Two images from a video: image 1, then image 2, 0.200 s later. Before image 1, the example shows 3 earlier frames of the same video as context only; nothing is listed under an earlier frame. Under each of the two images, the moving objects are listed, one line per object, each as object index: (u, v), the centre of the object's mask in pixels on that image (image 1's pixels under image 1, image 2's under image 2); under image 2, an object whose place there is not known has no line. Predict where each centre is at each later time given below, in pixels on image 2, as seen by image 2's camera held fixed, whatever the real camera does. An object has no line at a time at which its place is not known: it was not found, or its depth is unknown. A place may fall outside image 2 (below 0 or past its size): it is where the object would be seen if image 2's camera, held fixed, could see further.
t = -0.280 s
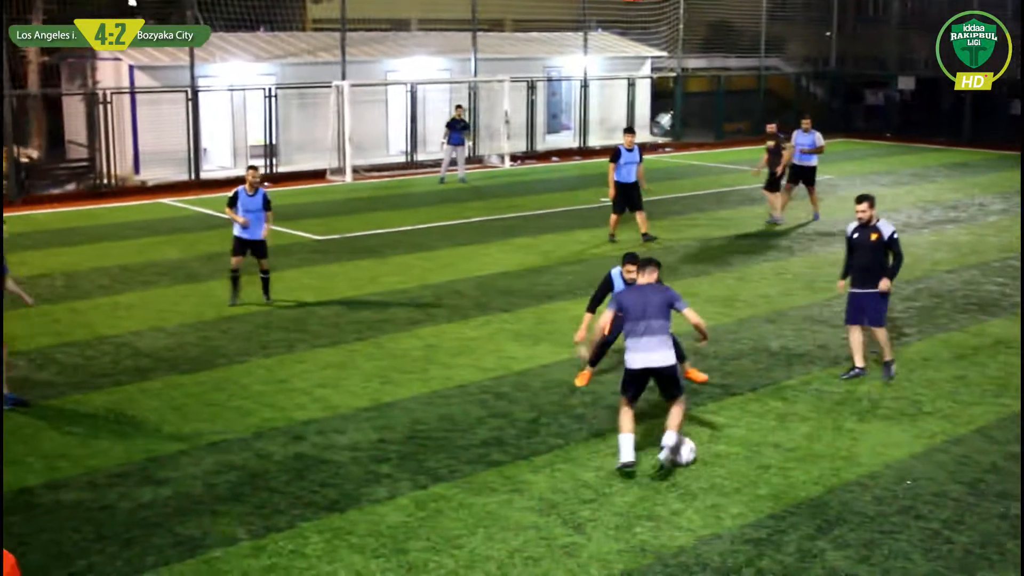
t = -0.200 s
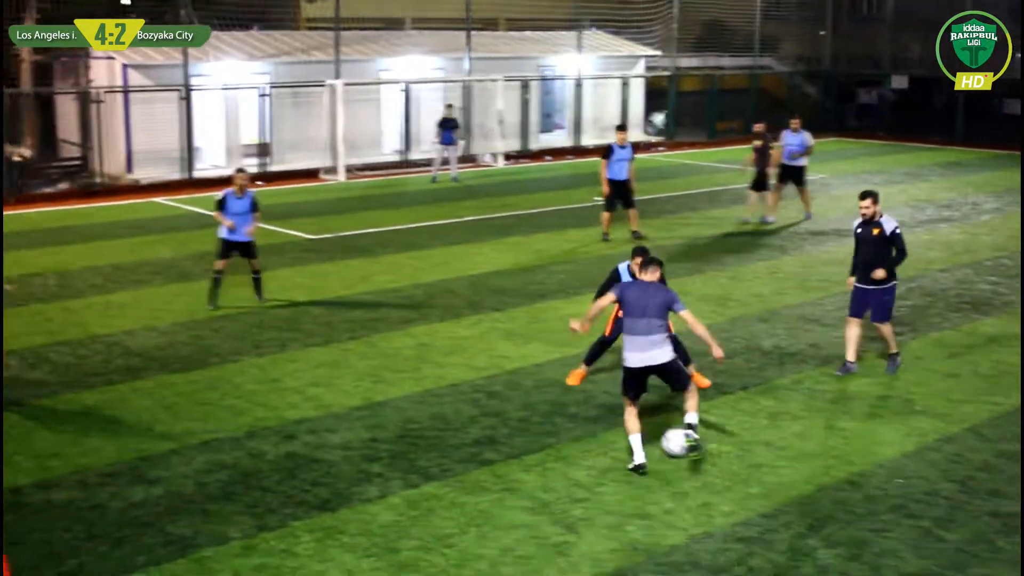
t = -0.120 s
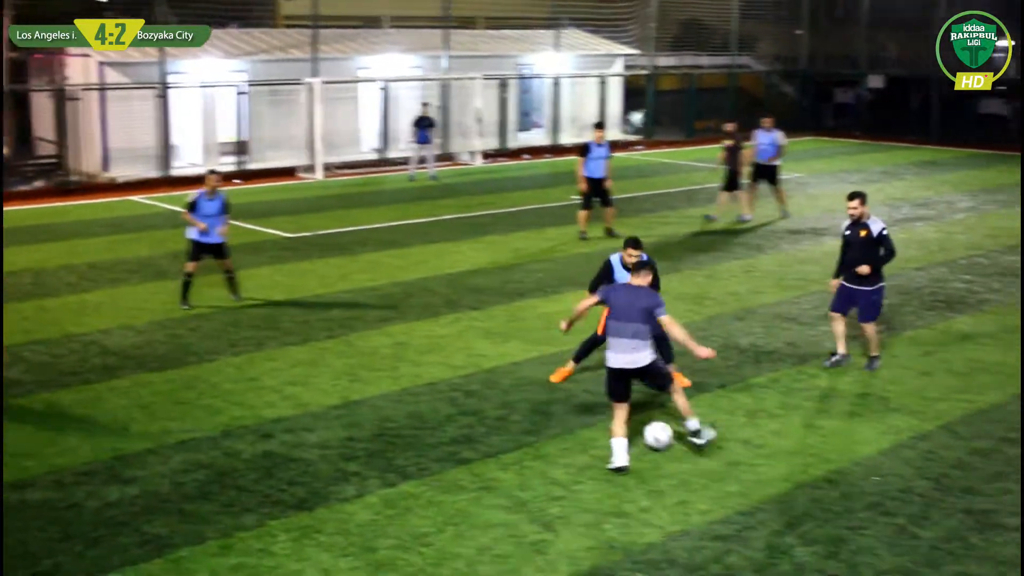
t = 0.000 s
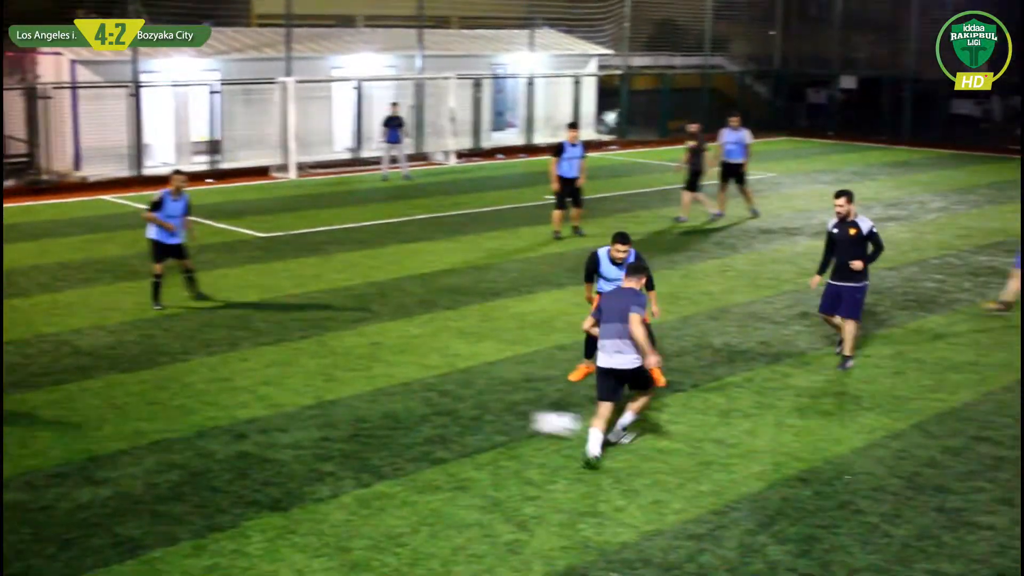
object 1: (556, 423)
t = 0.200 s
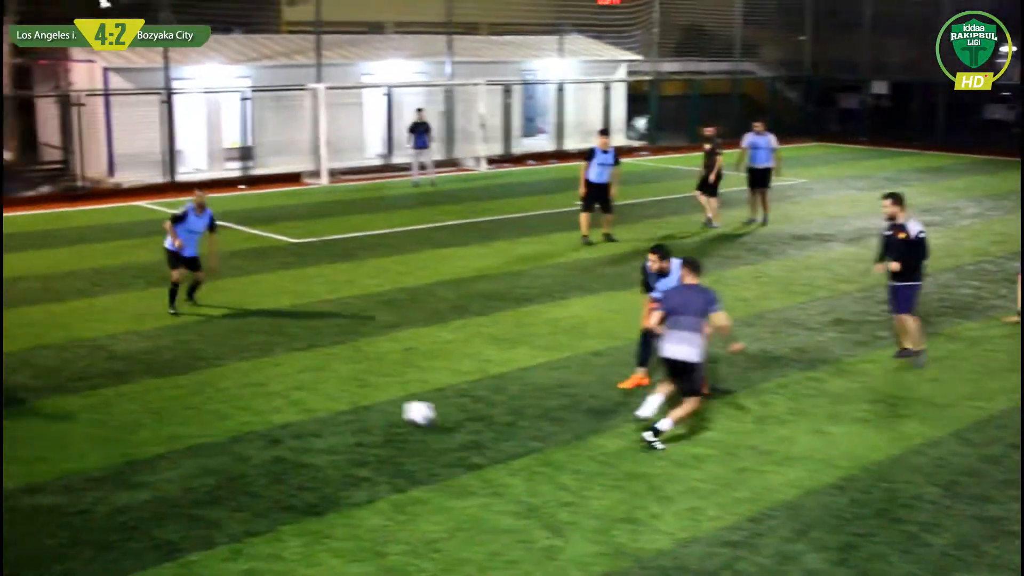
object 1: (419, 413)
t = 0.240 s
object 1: (391, 410)
